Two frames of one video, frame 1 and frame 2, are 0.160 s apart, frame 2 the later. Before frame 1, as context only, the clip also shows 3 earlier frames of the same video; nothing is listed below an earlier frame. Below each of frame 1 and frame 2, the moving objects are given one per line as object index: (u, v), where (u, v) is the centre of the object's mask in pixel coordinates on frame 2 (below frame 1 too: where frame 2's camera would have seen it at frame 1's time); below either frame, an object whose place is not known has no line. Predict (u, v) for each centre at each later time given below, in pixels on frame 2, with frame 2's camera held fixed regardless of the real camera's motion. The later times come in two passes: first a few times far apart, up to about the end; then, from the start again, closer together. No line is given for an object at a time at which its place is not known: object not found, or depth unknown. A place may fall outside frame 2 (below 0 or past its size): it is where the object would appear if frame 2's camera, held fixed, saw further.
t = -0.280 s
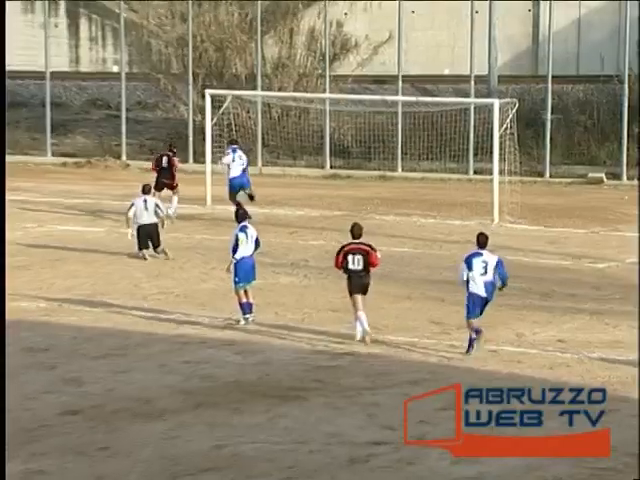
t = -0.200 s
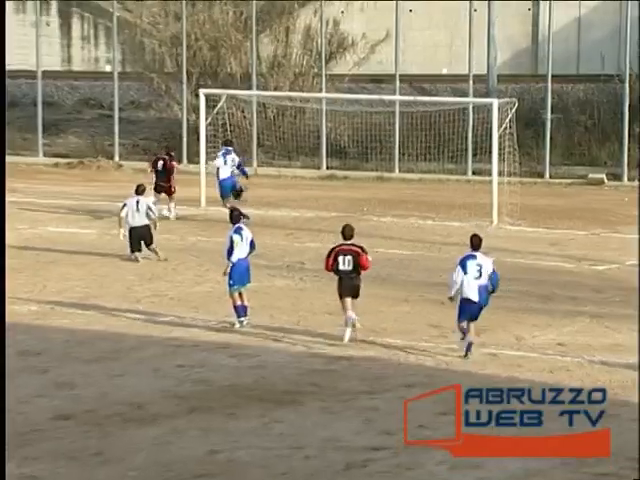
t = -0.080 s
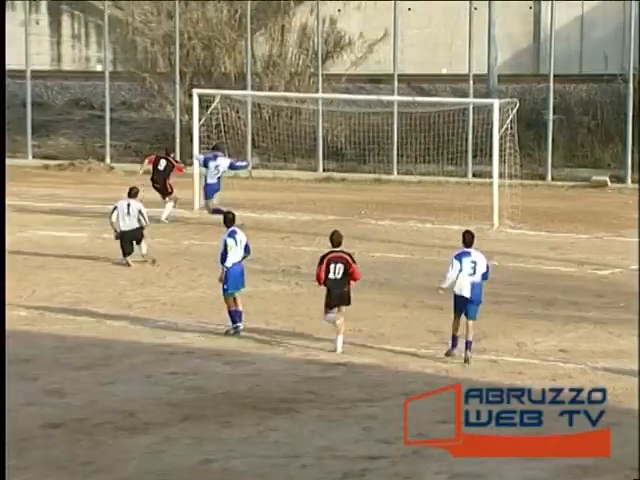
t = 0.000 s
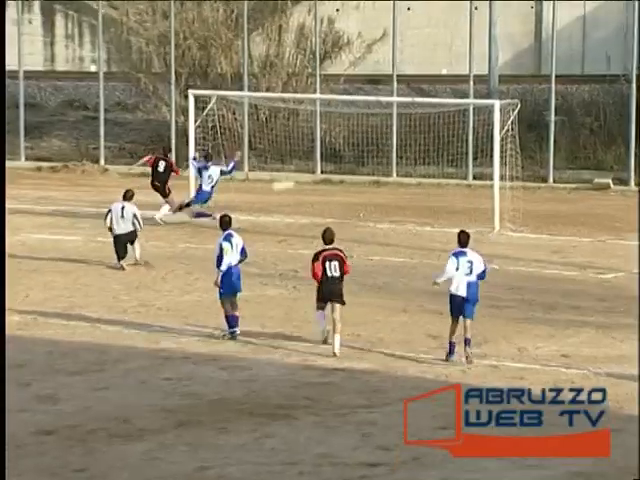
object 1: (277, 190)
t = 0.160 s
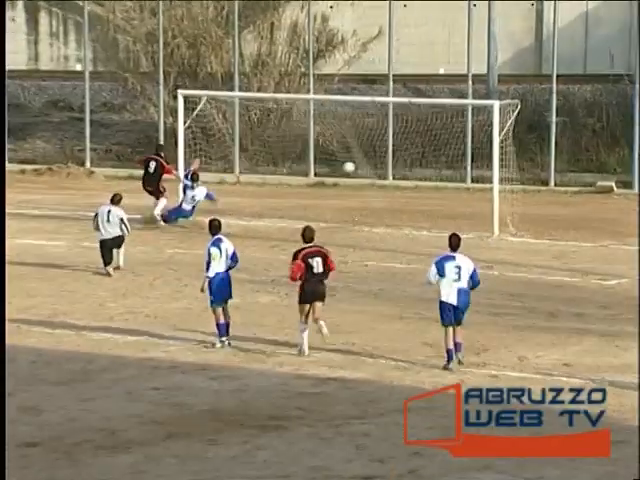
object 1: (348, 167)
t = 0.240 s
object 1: (341, 171)
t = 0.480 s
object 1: (320, 193)
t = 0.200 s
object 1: (344, 169)
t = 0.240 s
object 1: (341, 171)
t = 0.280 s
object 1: (337, 172)
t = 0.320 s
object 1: (334, 175)
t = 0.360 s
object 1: (330, 178)
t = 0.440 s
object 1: (324, 188)
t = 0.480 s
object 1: (320, 193)
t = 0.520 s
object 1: (317, 201)
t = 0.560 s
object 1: (313, 208)
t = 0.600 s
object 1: (309, 217)
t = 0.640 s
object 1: (306, 222)
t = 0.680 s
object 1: (305, 219)
